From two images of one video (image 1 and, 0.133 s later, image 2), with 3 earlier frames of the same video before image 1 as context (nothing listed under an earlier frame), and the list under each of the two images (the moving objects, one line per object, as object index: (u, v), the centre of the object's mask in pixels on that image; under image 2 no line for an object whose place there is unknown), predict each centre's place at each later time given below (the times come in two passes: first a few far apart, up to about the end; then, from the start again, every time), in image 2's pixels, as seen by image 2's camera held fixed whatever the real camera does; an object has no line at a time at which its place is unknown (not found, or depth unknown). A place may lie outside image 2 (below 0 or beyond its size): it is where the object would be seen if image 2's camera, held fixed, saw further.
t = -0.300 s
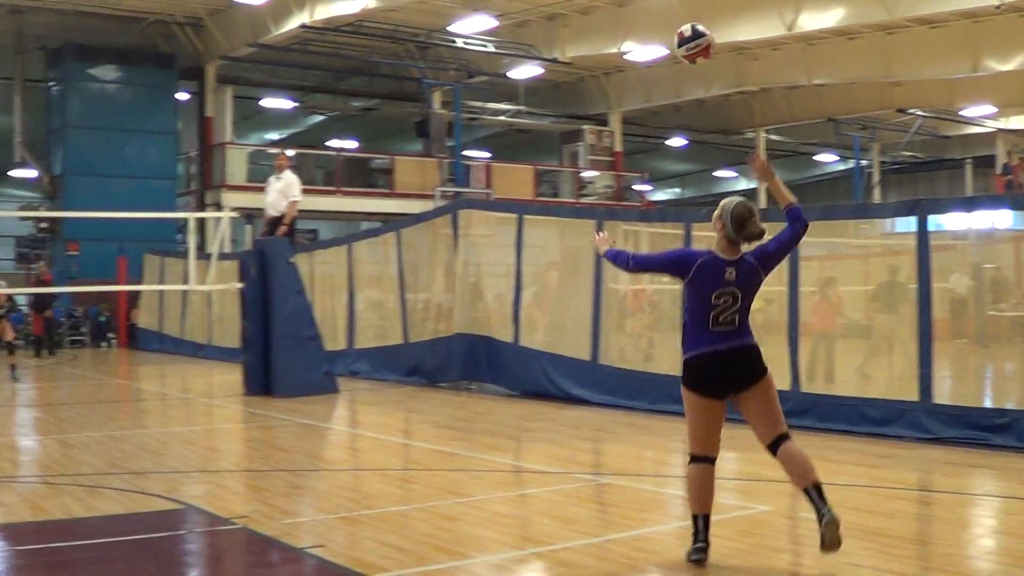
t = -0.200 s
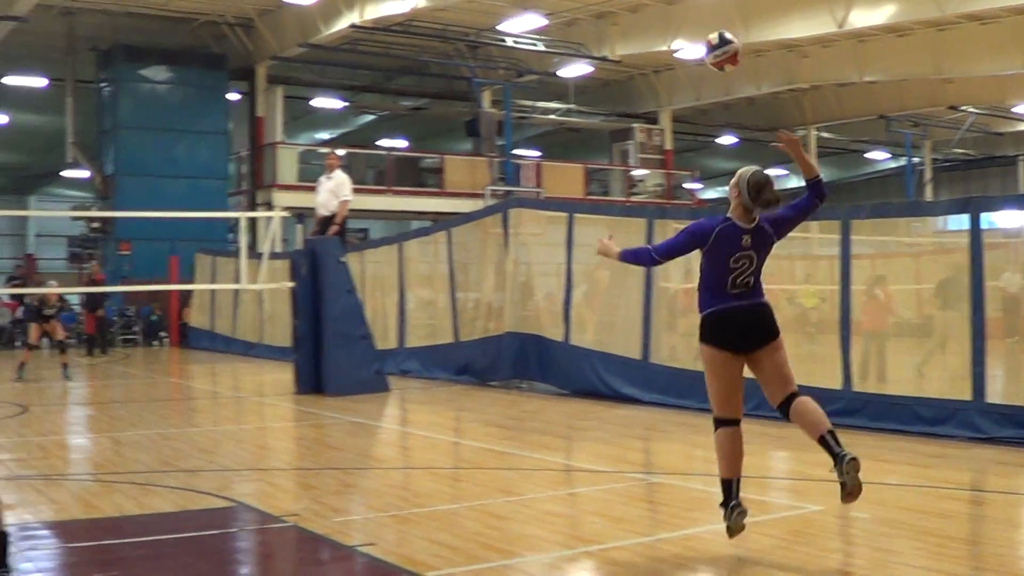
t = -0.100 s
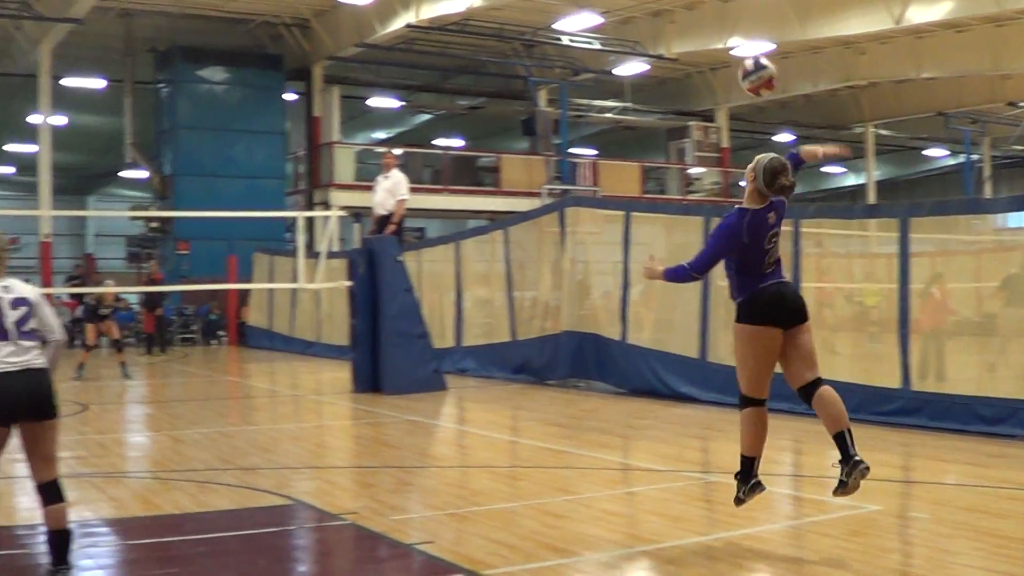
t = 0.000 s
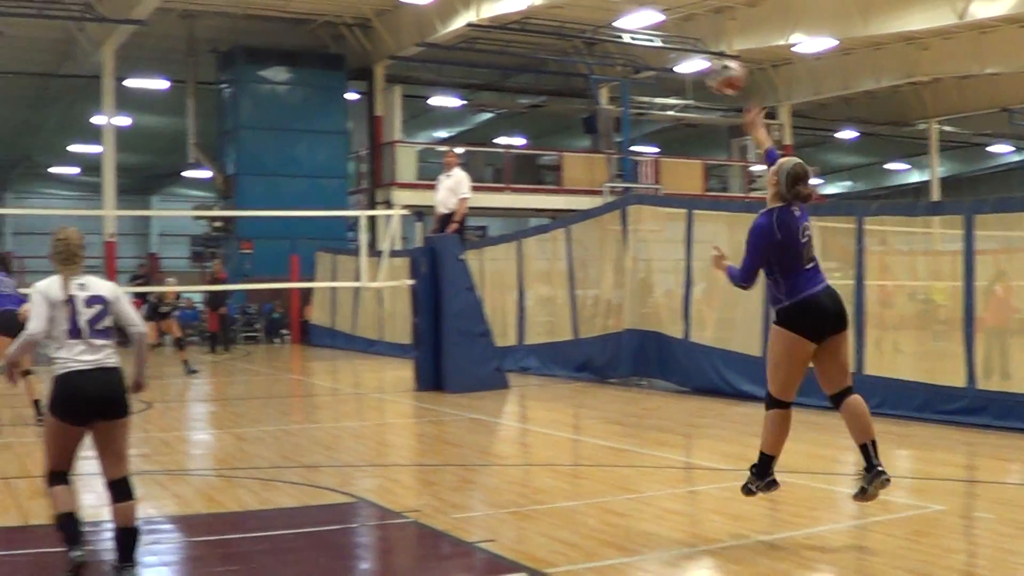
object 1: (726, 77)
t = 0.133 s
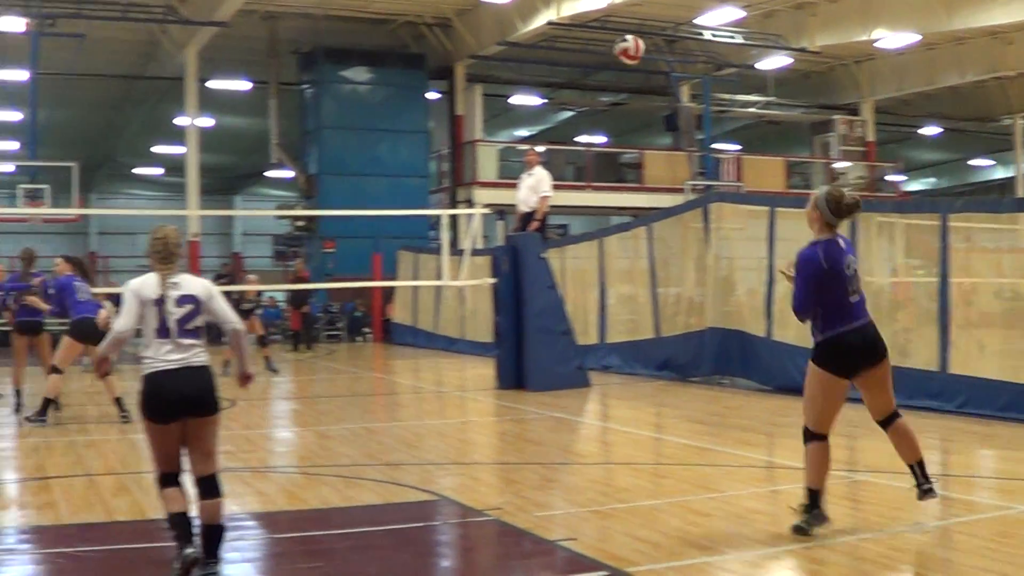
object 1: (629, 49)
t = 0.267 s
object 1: (513, 56)
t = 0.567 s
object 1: (372, 128)
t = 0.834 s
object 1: (304, 227)
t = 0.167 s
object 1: (596, 49)
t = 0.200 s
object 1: (566, 50)
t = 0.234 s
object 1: (538, 52)
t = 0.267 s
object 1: (513, 56)
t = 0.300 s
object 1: (491, 61)
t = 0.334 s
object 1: (471, 66)
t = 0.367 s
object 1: (453, 73)
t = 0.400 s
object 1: (438, 80)
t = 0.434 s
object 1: (422, 89)
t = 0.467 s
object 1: (409, 98)
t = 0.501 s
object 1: (396, 107)
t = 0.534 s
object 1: (384, 117)
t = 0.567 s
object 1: (372, 128)
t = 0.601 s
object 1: (362, 139)
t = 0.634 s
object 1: (352, 150)
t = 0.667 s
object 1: (343, 162)
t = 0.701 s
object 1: (334, 174)
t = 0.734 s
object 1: (325, 187)
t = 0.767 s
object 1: (318, 199)
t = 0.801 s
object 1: (311, 218)
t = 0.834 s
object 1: (304, 227)
